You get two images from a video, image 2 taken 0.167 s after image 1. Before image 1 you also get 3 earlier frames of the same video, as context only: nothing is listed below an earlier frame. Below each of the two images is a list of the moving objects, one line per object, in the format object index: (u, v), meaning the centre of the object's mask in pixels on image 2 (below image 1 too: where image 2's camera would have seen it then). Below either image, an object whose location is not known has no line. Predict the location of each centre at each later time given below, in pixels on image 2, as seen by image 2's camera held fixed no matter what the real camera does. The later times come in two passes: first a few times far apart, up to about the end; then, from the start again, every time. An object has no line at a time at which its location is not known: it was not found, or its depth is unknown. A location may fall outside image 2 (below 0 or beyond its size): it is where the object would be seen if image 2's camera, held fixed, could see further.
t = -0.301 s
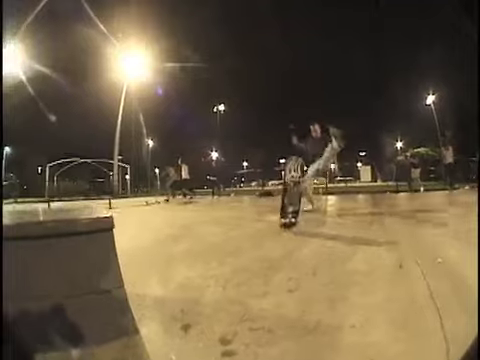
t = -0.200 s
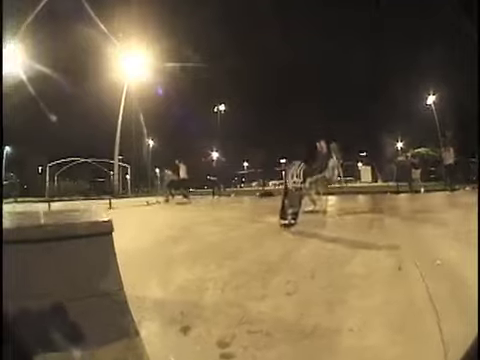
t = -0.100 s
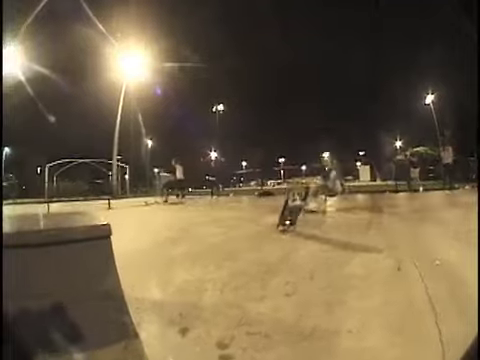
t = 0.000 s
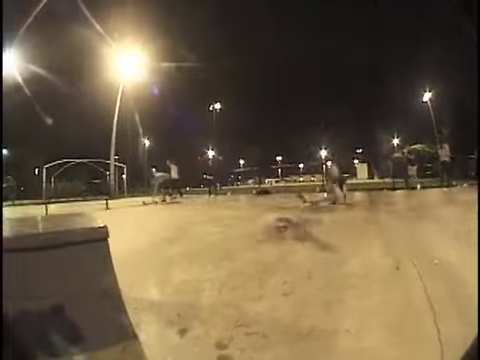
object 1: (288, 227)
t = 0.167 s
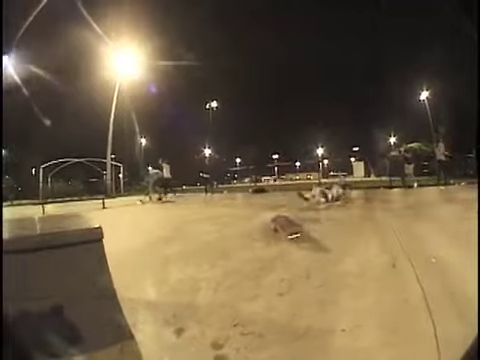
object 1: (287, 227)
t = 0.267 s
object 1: (288, 229)
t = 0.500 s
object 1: (288, 231)
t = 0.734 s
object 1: (289, 240)
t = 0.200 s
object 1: (288, 229)
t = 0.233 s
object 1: (288, 229)
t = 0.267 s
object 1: (288, 229)
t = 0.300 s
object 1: (288, 229)
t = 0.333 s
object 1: (288, 229)
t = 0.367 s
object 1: (288, 229)
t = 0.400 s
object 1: (288, 229)
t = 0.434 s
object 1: (288, 230)
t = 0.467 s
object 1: (288, 230)
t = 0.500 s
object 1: (288, 231)
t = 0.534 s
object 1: (288, 231)
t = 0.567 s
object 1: (288, 231)
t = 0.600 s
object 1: (288, 232)
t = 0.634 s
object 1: (288, 234)
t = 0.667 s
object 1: (288, 236)
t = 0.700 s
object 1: (289, 238)
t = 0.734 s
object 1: (289, 240)
